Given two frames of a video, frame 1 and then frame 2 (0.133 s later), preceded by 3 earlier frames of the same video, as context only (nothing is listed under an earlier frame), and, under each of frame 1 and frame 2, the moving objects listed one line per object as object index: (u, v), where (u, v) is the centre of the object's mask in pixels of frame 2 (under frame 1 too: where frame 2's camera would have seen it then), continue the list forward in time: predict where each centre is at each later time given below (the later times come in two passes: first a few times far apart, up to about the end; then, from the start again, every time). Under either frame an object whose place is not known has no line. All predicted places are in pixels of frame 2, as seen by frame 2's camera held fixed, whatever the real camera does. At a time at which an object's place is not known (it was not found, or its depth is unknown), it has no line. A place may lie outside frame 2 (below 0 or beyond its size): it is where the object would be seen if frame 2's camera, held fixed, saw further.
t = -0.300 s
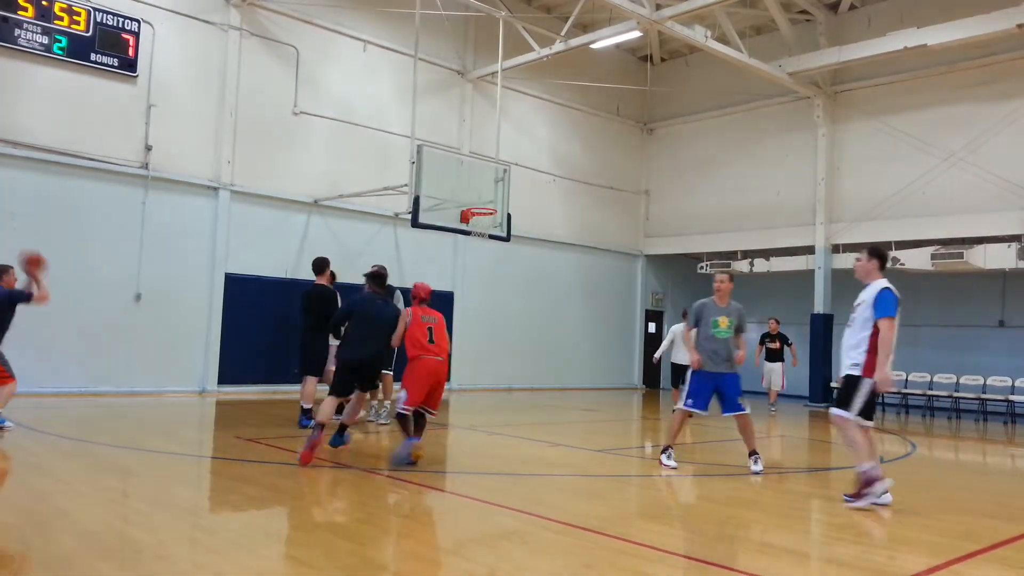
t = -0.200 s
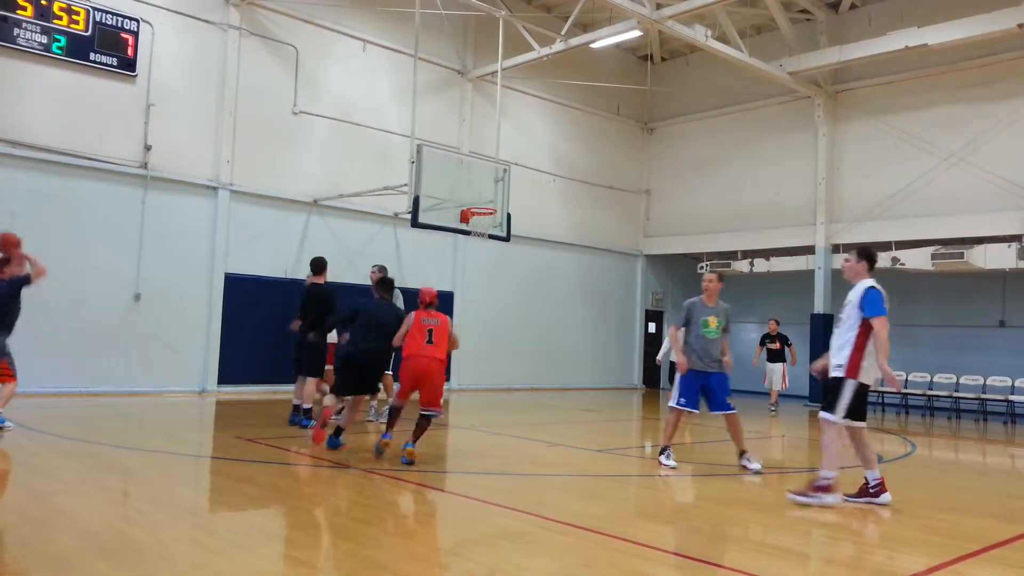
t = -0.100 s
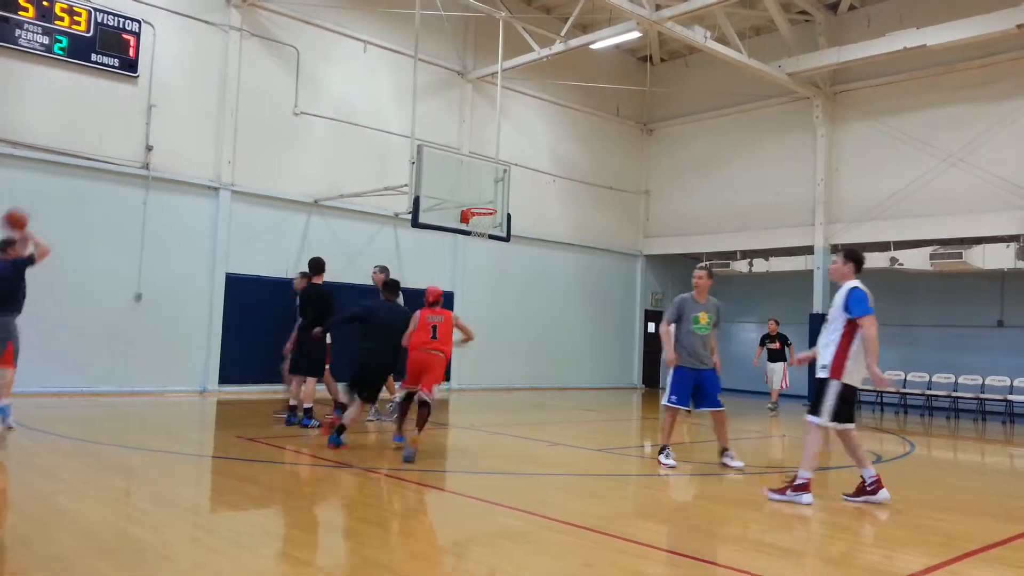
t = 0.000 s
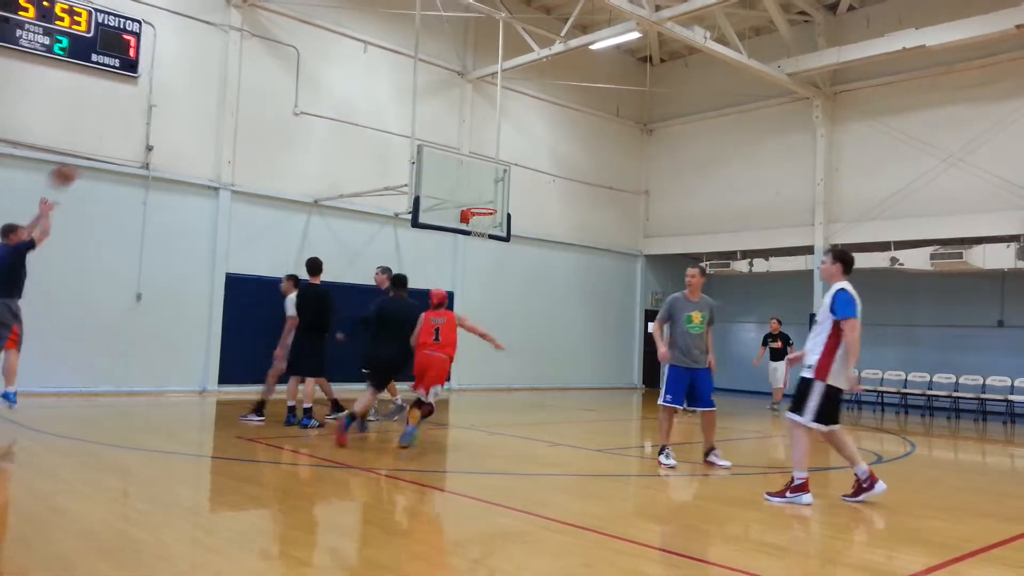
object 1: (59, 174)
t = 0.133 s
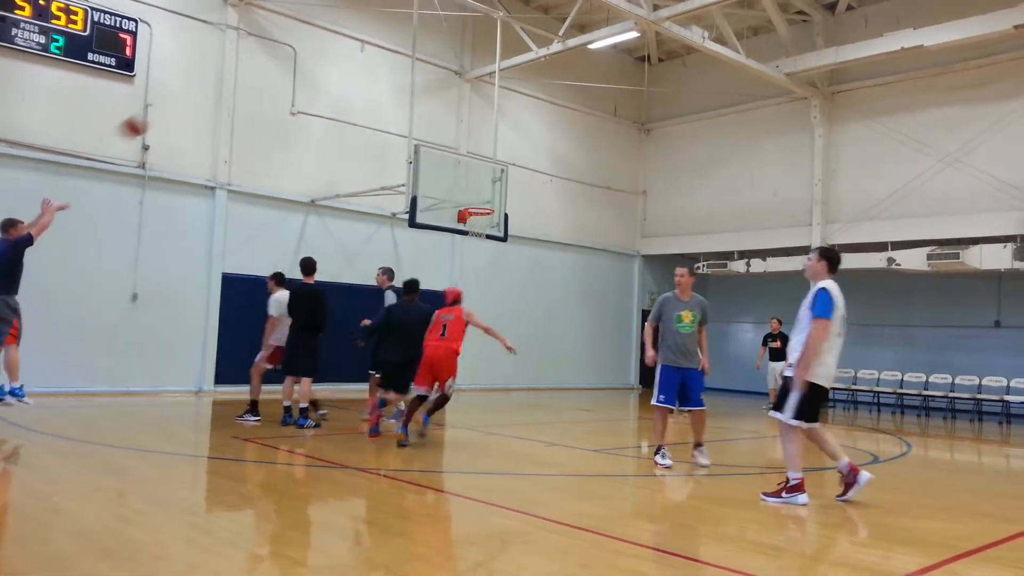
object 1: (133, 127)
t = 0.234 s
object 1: (182, 103)
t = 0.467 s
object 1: (281, 86)
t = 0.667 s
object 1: (350, 103)
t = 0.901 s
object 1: (418, 153)
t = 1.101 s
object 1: (450, 207)
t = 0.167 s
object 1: (151, 117)
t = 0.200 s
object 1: (168, 110)
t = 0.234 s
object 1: (182, 103)
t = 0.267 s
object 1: (198, 98)
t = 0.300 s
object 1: (212, 94)
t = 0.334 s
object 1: (227, 91)
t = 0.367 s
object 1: (241, 89)
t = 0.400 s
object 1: (255, 87)
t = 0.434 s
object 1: (268, 86)
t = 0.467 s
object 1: (281, 86)
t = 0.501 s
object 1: (294, 87)
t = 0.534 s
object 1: (307, 89)
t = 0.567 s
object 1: (318, 91)
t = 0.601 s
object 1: (329, 95)
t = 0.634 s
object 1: (340, 99)
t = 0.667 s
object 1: (350, 103)
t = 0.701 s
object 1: (361, 109)
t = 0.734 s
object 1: (371, 114)
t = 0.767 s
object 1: (380, 121)
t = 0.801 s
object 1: (390, 128)
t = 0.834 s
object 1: (400, 136)
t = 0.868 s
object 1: (409, 145)
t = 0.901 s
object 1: (418, 153)
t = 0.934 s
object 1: (426, 163)
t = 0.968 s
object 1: (435, 173)
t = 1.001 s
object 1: (442, 183)
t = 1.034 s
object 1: (450, 194)
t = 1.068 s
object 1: (457, 205)
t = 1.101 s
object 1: (450, 207)
